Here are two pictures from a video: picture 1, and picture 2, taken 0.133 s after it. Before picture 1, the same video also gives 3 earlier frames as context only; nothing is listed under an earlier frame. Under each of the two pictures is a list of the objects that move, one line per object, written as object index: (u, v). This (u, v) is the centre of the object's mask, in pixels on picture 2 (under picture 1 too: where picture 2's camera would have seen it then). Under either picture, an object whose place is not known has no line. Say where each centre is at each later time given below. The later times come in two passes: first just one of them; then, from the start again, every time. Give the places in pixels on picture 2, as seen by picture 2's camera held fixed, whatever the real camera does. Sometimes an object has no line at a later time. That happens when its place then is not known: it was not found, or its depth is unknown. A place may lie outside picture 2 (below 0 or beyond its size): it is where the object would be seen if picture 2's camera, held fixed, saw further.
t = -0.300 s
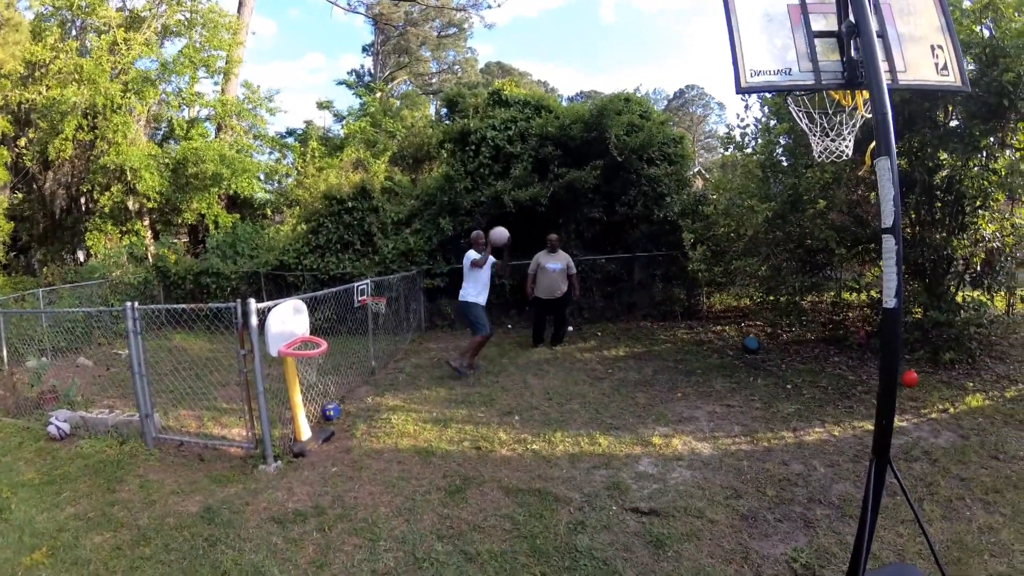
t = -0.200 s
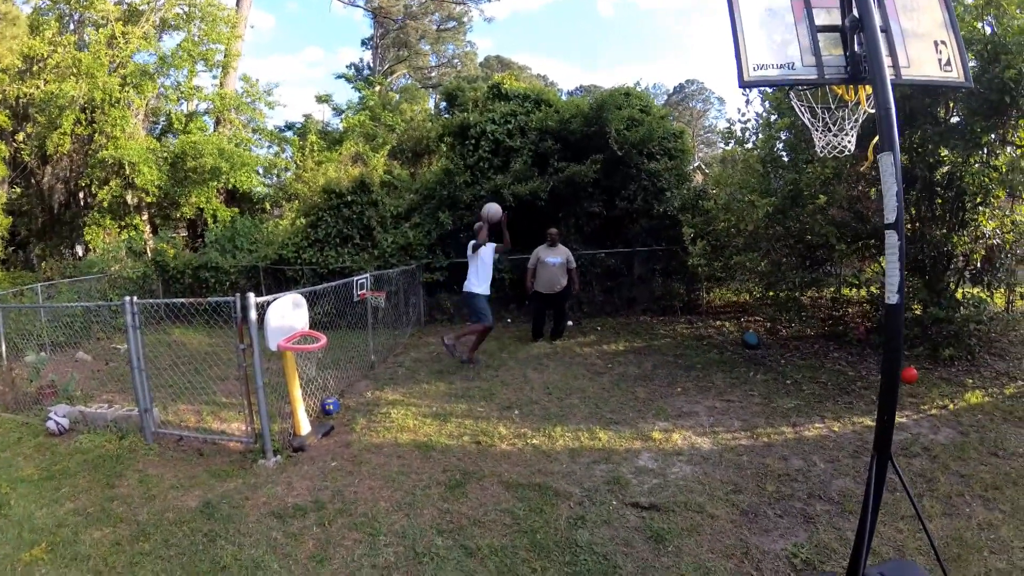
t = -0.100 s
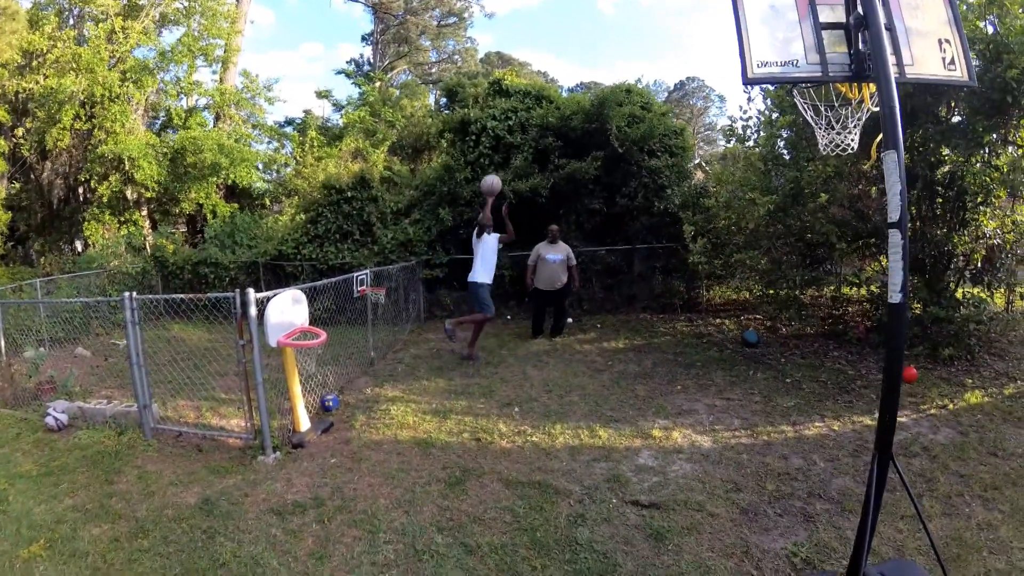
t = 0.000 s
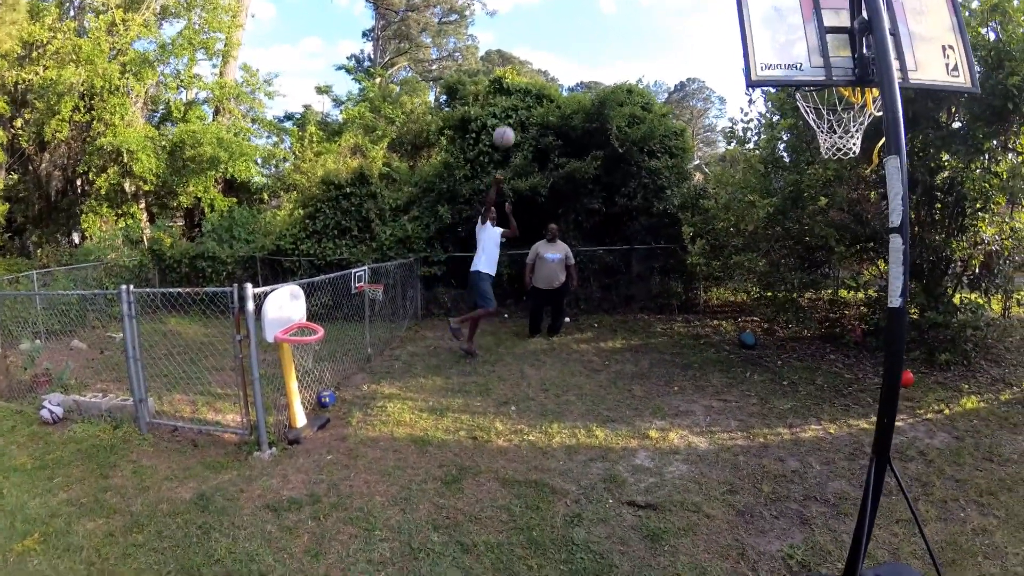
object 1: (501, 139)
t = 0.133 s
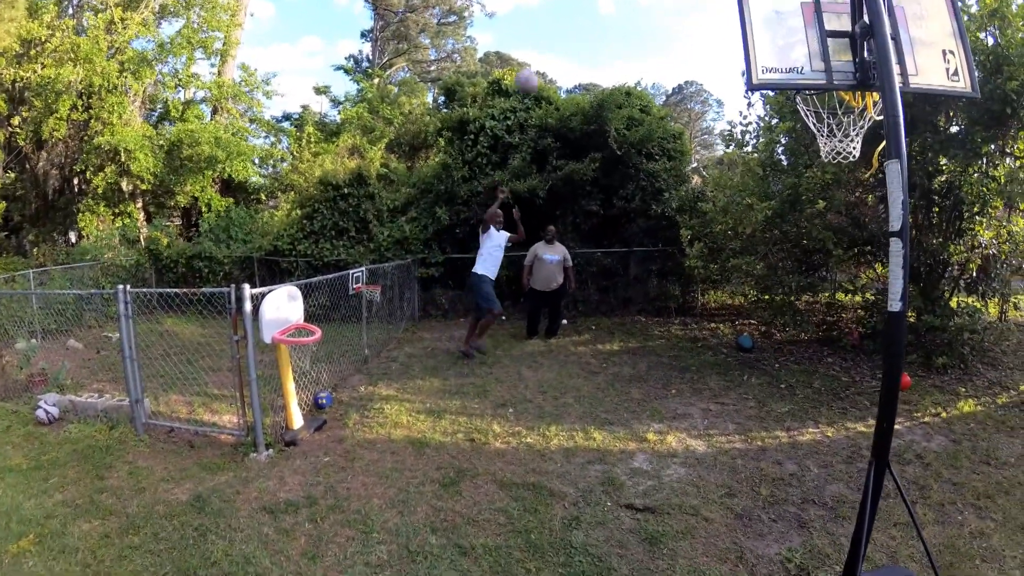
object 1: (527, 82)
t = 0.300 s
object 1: (562, 24)
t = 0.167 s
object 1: (533, 70)
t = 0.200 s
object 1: (540, 56)
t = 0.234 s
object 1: (547, 45)
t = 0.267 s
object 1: (554, 34)
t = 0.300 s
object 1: (562, 24)
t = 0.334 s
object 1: (571, 15)
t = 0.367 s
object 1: (581, 9)
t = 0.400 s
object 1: (590, 6)
